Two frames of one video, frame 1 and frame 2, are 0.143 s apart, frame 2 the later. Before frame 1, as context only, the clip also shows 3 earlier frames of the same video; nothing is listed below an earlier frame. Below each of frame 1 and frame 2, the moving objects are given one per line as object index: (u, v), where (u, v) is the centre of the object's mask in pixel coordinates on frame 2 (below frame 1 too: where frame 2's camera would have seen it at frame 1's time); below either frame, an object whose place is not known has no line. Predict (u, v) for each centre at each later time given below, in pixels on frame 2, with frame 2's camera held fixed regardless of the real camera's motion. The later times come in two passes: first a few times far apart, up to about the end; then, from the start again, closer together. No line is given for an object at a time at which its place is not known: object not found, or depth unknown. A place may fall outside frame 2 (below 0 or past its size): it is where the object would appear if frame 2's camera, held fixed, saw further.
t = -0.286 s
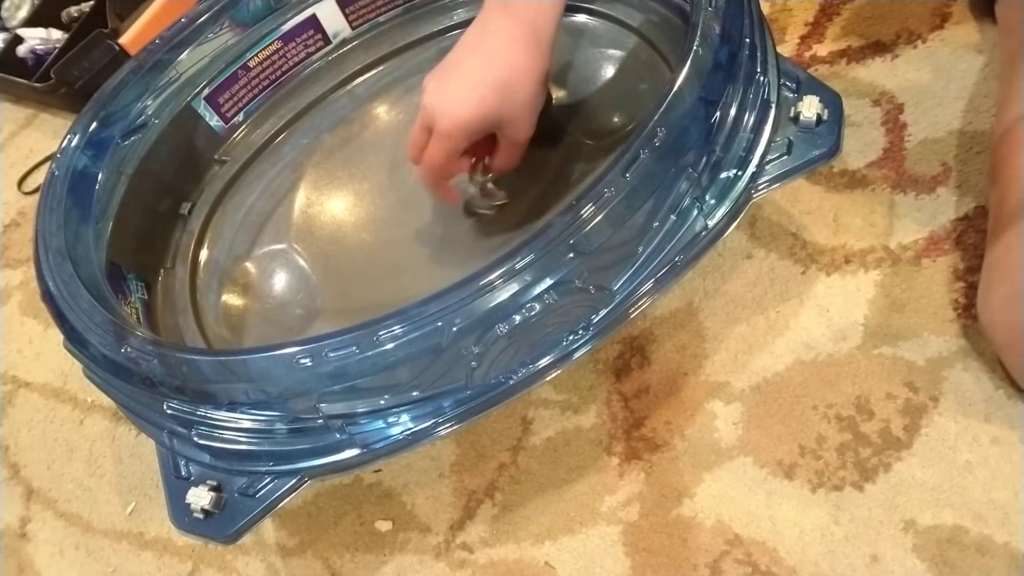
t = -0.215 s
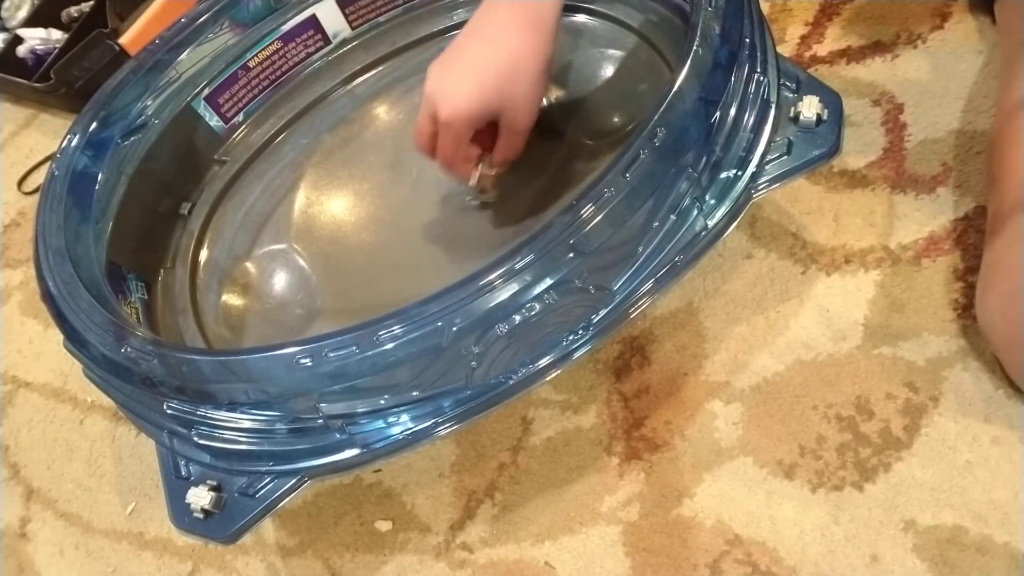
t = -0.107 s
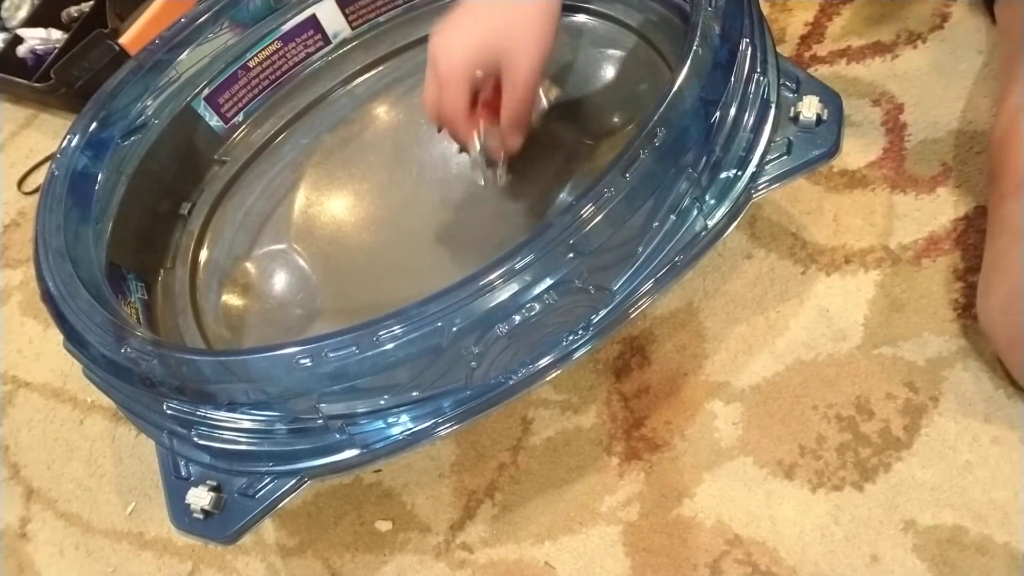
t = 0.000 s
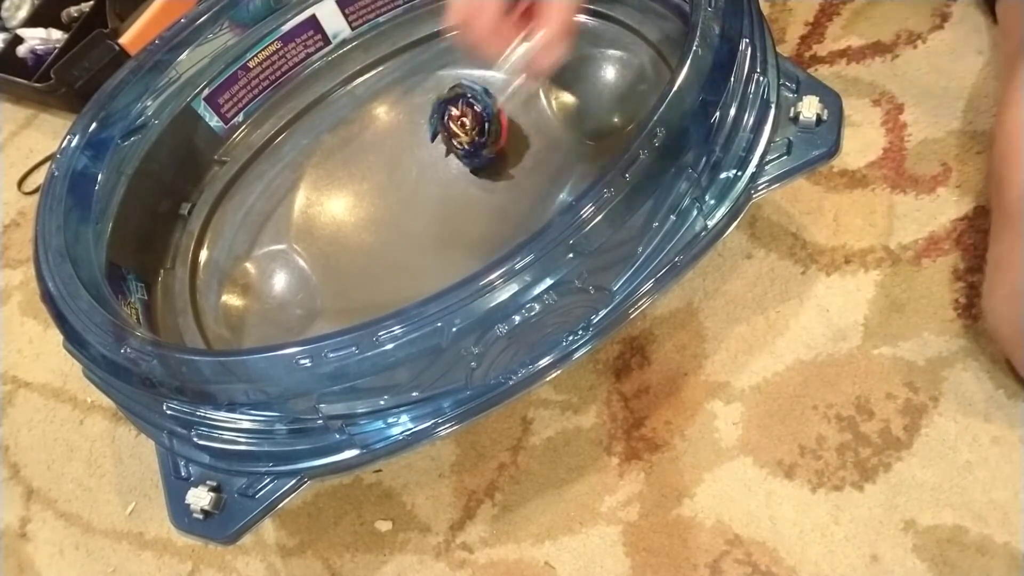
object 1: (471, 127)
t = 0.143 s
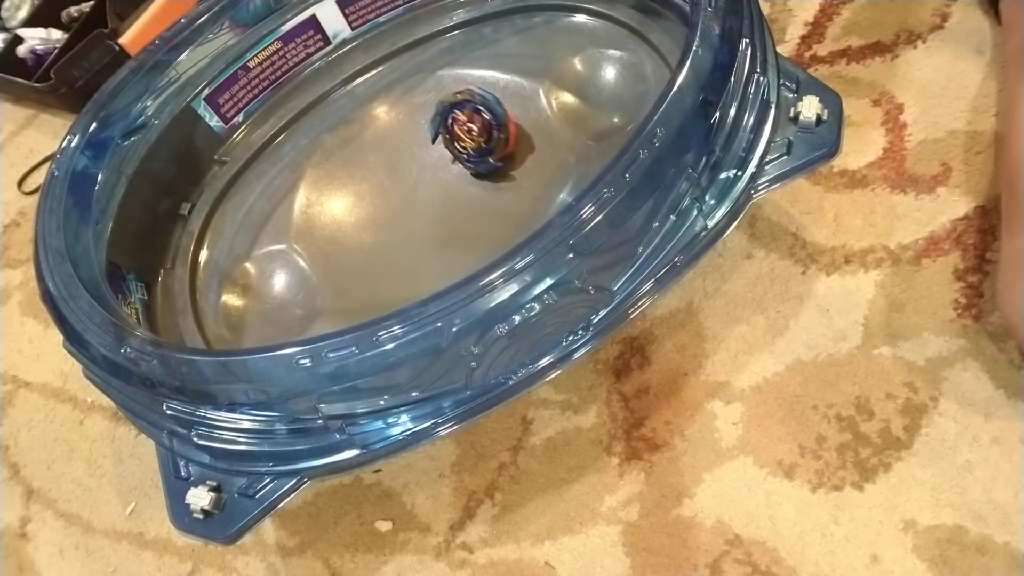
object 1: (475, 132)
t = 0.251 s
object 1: (481, 134)
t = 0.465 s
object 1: (468, 134)
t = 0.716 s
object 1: (478, 138)
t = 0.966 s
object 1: (469, 139)
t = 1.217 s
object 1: (472, 143)
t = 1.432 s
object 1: (472, 143)
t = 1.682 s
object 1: (467, 147)
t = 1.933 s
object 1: (472, 148)
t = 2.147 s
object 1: (467, 148)
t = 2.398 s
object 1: (468, 148)
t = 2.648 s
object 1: (470, 149)
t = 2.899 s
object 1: (467, 149)
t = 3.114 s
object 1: (468, 149)
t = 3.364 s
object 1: (468, 149)
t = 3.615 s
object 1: (467, 149)
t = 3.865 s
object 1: (468, 149)
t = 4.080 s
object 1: (466, 149)
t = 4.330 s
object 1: (468, 149)
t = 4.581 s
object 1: (466, 149)
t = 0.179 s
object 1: (478, 133)
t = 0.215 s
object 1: (480, 133)
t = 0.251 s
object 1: (481, 134)
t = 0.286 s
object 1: (480, 134)
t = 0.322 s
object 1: (478, 135)
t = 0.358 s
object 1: (475, 135)
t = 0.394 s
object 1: (472, 136)
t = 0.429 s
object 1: (469, 135)
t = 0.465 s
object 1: (468, 134)
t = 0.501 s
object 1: (469, 135)
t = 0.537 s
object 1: (469, 135)
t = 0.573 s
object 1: (472, 137)
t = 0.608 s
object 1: (475, 138)
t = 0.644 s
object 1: (476, 138)
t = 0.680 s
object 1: (478, 138)
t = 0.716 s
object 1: (478, 138)
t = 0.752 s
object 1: (476, 138)
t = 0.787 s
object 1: (474, 139)
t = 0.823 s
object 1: (472, 139)
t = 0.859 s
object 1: (469, 138)
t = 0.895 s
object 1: (468, 138)
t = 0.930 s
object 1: (468, 138)
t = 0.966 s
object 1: (469, 139)
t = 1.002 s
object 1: (471, 140)
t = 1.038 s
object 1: (474, 140)
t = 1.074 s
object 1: (475, 141)
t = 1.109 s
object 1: (476, 141)
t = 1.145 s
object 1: (475, 141)
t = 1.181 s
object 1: (474, 142)
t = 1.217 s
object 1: (472, 143)
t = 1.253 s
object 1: (470, 142)
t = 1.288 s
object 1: (468, 142)
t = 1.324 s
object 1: (467, 141)
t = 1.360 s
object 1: (468, 142)
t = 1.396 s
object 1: (470, 143)
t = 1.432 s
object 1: (472, 143)
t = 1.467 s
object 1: (473, 143)
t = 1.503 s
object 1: (473, 144)
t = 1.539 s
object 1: (473, 145)
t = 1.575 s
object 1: (472, 146)
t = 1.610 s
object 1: (471, 147)
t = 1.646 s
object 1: (469, 147)
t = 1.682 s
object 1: (467, 147)
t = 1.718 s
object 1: (466, 146)
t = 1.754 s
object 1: (467, 146)
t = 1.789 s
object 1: (468, 147)
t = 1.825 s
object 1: (469, 147)
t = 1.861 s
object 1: (471, 147)
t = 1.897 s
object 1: (472, 147)
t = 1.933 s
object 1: (472, 148)
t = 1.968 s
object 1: (471, 148)
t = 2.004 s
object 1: (469, 148)
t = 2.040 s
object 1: (468, 148)
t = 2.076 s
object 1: (466, 147)
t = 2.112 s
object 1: (466, 147)
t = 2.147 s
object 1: (467, 148)
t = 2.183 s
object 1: (468, 148)
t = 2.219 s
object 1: (469, 149)
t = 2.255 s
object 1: (470, 149)
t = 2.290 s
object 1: (471, 148)
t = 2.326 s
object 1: (470, 149)
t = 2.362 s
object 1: (469, 149)
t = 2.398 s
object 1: (468, 148)
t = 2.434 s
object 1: (467, 148)
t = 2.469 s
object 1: (466, 148)
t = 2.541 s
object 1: (467, 148)
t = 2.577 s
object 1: (468, 149)
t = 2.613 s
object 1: (469, 149)
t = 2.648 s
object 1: (470, 149)
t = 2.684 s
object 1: (470, 149)
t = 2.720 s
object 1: (469, 149)
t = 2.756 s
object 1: (468, 149)
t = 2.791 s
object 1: (467, 149)
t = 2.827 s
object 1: (466, 148)
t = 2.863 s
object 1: (466, 148)
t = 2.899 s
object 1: (467, 149)
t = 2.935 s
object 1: (468, 149)
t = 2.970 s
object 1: (468, 149)
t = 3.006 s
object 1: (469, 149)
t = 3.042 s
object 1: (469, 149)
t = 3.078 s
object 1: (469, 149)
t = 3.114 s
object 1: (468, 149)
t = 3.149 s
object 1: (467, 149)
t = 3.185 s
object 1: (467, 149)
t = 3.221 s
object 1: (466, 149)
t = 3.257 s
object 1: (466, 149)
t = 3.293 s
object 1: (467, 149)
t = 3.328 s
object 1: (468, 149)
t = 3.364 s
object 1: (468, 149)
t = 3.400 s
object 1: (468, 149)
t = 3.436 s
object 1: (469, 149)
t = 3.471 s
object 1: (468, 149)
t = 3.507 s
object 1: (468, 149)
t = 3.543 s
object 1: (468, 149)
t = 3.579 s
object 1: (467, 149)
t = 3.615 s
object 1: (467, 149)
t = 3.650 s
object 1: (466, 149)
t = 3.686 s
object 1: (466, 149)
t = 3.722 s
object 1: (467, 149)
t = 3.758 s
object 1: (467, 149)
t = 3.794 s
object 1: (468, 149)
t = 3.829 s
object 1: (468, 149)
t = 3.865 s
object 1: (468, 149)
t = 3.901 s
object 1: (468, 149)
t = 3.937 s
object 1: (468, 149)
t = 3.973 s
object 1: (468, 149)
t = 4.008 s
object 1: (467, 149)
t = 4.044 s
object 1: (467, 149)
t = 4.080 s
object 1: (466, 149)
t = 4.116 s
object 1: (466, 149)
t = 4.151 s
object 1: (466, 149)
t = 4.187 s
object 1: (467, 149)
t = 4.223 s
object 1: (467, 149)
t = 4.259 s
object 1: (467, 149)
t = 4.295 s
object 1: (467, 149)
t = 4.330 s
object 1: (468, 149)
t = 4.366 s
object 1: (468, 149)
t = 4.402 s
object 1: (467, 149)
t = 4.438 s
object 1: (467, 149)
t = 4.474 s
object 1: (467, 149)
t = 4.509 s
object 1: (467, 149)
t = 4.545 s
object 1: (466, 149)
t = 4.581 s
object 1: (466, 149)
